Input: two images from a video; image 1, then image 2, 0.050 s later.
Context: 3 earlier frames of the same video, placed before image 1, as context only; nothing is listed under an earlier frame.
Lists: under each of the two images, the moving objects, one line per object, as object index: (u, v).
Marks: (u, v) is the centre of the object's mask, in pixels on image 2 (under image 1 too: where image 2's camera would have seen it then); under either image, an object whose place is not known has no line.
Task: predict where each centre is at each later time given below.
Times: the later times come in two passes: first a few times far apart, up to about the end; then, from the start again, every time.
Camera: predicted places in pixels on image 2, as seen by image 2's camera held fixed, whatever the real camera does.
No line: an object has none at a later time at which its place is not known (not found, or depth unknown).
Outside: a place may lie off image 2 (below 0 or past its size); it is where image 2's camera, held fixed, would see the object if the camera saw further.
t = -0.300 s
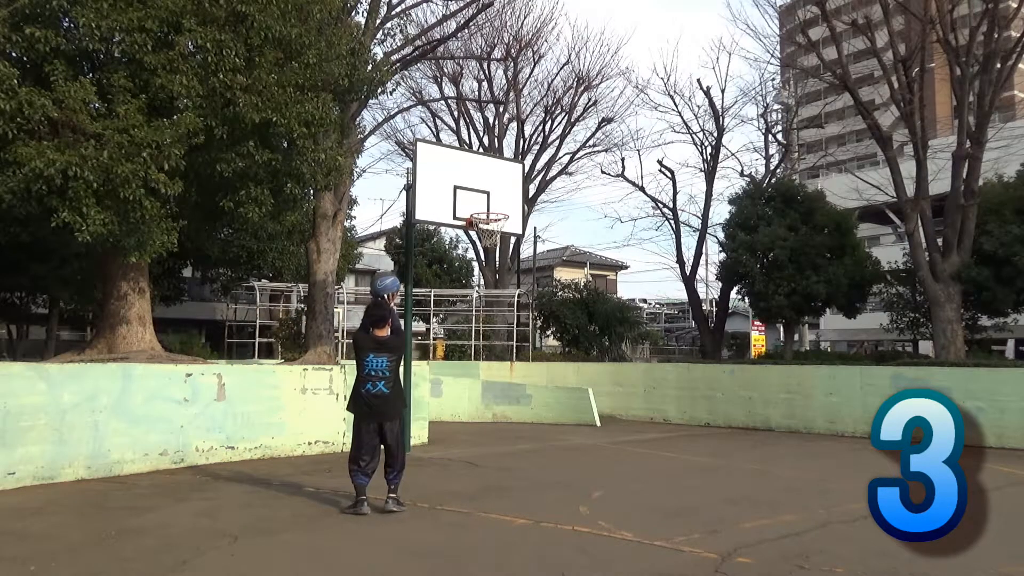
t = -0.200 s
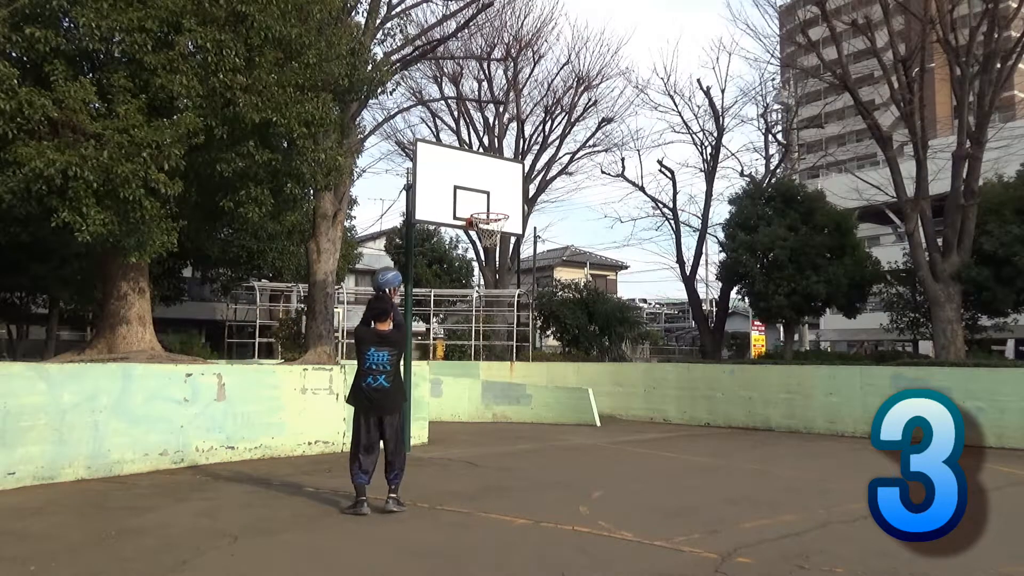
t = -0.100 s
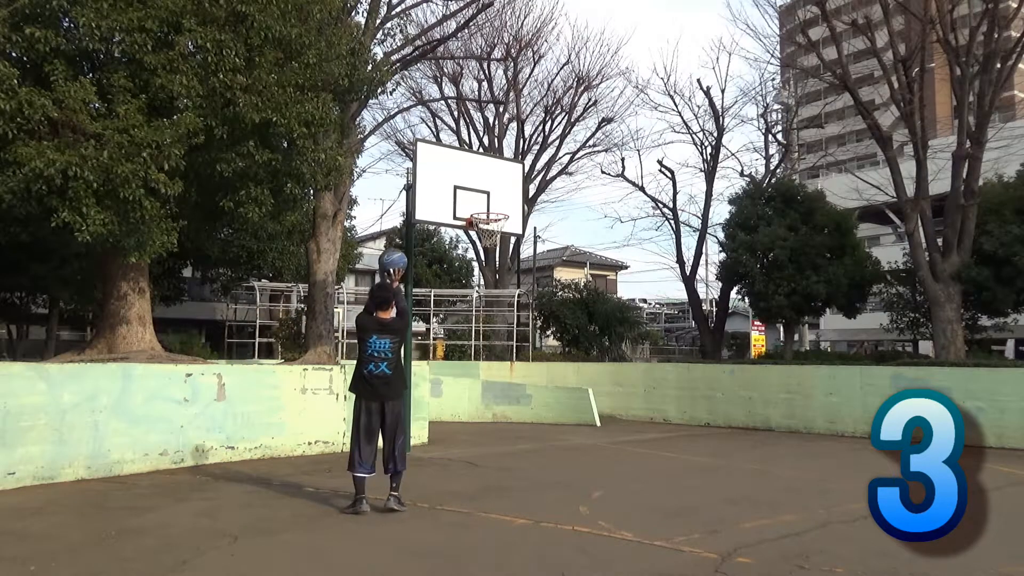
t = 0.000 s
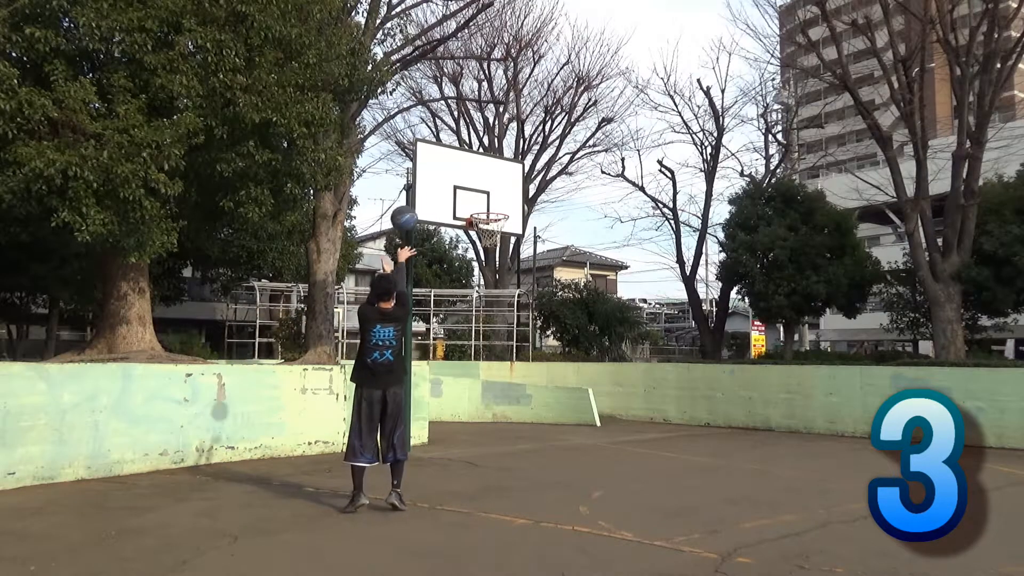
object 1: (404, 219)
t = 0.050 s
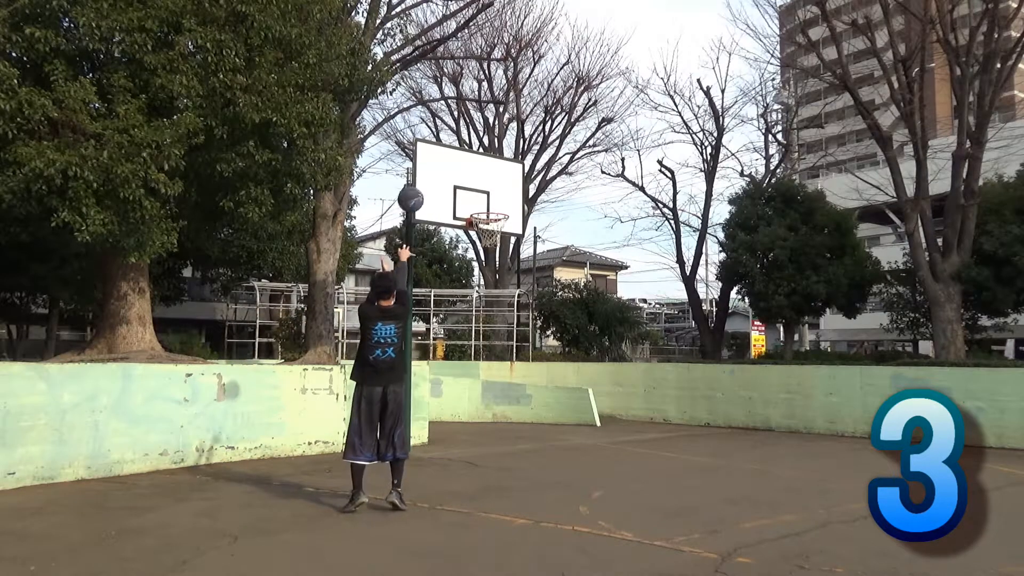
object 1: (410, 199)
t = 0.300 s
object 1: (437, 153)
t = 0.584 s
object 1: (458, 171)
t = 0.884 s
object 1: (502, 225)
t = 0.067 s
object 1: (413, 194)
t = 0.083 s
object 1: (415, 189)
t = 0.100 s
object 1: (416, 184)
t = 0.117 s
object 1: (418, 180)
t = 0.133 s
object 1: (420, 175)
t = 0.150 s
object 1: (422, 172)
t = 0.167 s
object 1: (424, 169)
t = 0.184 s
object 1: (426, 165)
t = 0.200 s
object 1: (427, 163)
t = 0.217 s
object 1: (429, 160)
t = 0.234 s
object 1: (431, 158)
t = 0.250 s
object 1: (432, 156)
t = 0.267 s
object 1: (434, 155)
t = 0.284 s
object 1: (435, 154)
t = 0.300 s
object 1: (437, 153)
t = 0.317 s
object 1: (438, 152)
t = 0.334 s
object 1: (440, 151)
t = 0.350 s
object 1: (441, 151)
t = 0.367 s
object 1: (442, 151)
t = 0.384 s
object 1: (444, 151)
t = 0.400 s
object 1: (445, 152)
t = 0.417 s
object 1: (446, 152)
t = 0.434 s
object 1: (447, 154)
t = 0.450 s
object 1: (449, 154)
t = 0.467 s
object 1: (450, 156)
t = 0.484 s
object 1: (451, 157)
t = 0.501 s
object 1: (452, 159)
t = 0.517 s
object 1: (453, 161)
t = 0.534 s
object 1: (454, 164)
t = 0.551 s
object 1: (456, 166)
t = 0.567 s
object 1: (457, 169)
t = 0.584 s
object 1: (458, 171)
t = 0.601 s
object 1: (459, 174)
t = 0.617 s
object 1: (460, 177)
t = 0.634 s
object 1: (461, 181)
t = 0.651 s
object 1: (462, 184)
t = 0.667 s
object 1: (463, 188)
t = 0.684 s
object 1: (463, 192)
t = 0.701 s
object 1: (464, 196)
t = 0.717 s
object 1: (467, 198)
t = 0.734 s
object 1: (471, 200)
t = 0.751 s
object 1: (475, 202)
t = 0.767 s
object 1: (479, 205)
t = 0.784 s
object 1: (482, 206)
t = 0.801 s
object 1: (486, 210)
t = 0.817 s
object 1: (490, 215)
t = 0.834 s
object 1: (494, 218)
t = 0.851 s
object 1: (497, 222)
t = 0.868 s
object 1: (501, 224)
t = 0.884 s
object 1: (502, 225)
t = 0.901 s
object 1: (501, 224)
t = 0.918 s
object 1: (500, 225)
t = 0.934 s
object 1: (499, 224)
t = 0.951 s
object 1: (499, 224)
